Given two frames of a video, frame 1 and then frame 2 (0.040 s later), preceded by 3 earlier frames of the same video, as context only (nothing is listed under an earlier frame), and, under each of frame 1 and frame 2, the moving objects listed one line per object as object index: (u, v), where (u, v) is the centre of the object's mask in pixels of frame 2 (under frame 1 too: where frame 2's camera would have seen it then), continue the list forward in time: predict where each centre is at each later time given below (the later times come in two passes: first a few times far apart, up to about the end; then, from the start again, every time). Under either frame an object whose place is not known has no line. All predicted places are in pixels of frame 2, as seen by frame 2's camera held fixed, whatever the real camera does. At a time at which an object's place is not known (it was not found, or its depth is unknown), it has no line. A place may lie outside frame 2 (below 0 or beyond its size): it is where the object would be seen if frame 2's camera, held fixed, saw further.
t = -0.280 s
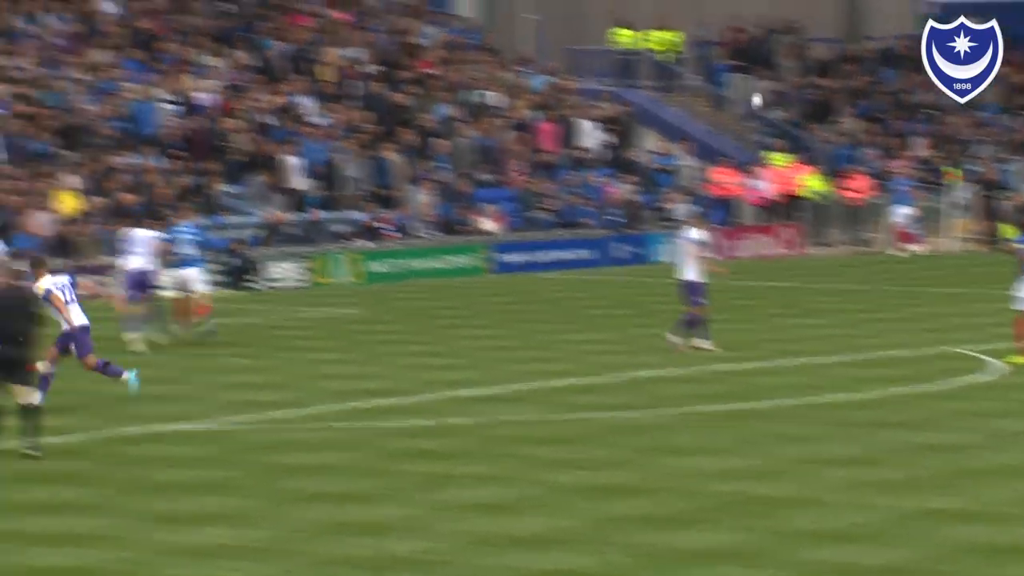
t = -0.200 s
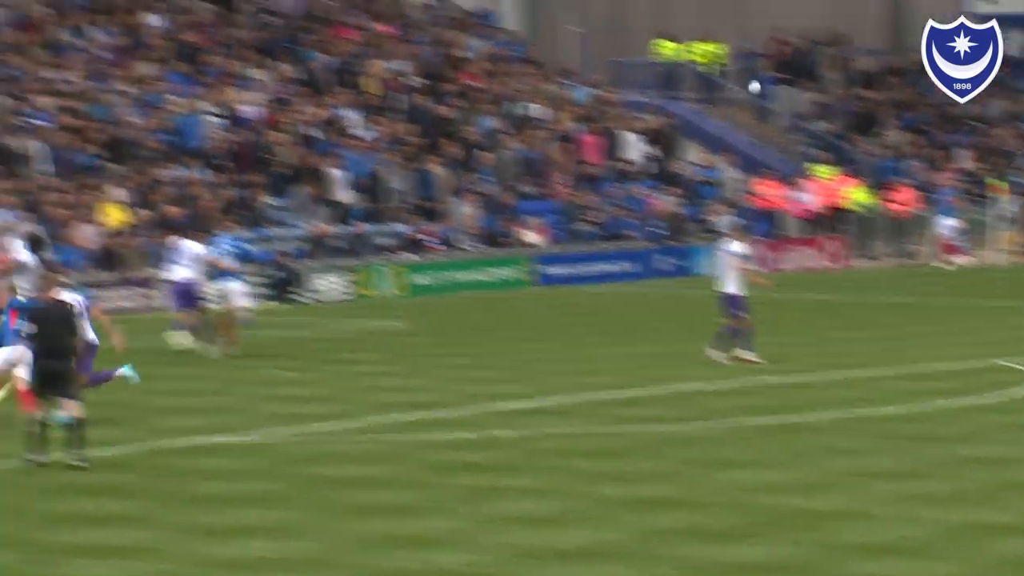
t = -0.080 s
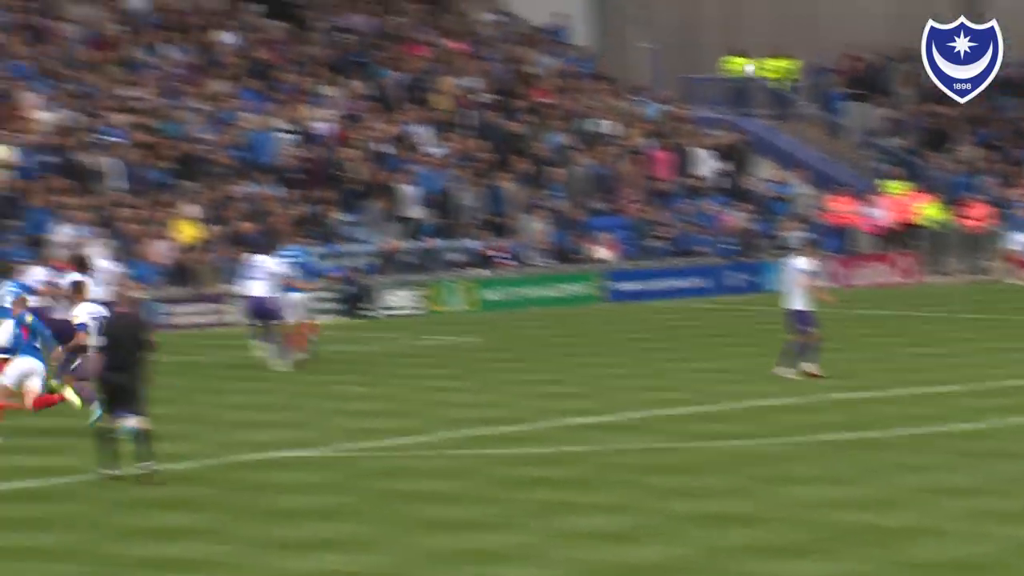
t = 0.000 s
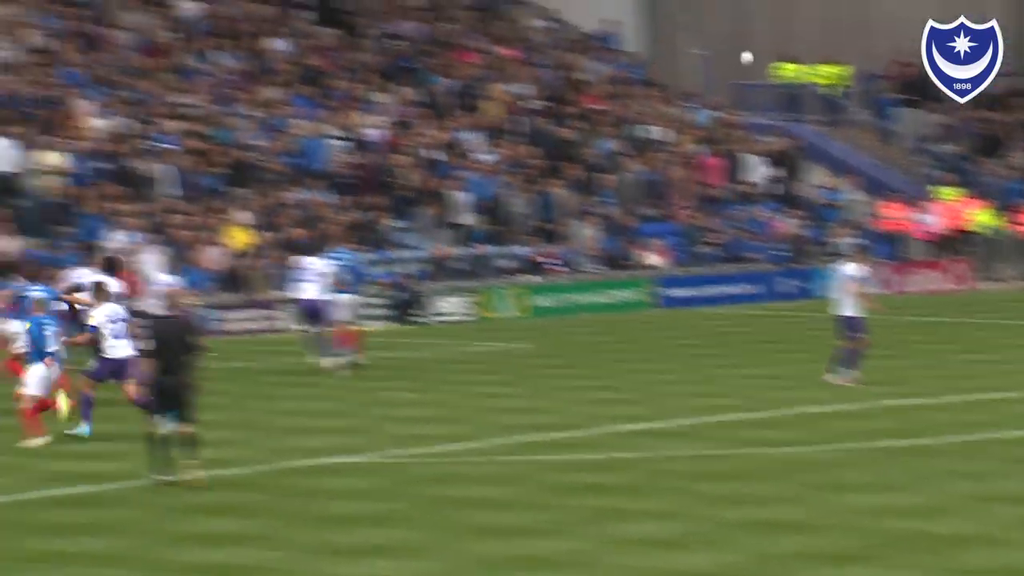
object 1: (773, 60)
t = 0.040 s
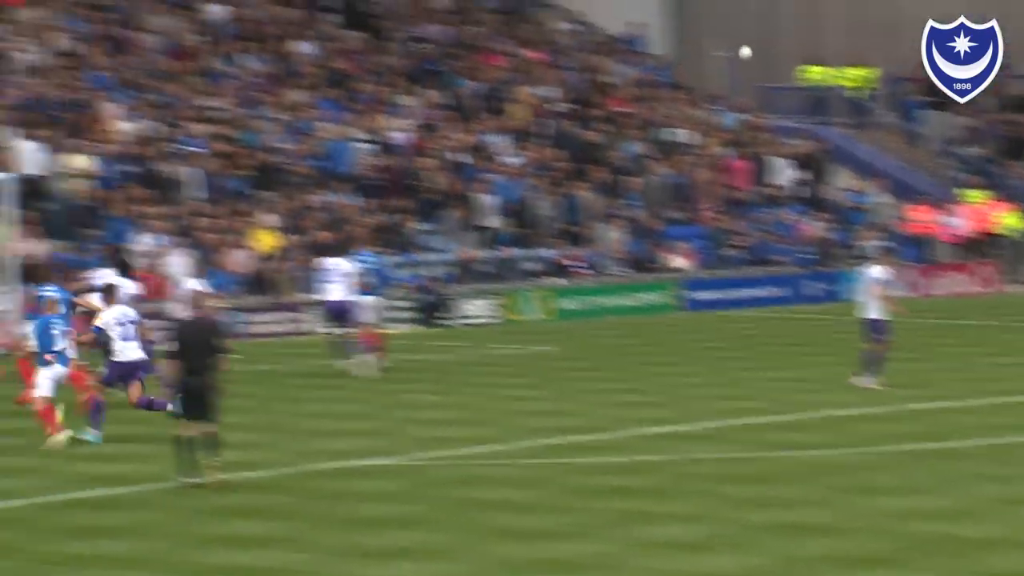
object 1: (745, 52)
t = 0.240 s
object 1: (597, 26)
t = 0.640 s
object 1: (261, 46)
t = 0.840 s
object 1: (65, 98)
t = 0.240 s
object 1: (597, 26)
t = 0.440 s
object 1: (436, 23)
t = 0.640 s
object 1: (261, 46)
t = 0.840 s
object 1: (65, 98)
